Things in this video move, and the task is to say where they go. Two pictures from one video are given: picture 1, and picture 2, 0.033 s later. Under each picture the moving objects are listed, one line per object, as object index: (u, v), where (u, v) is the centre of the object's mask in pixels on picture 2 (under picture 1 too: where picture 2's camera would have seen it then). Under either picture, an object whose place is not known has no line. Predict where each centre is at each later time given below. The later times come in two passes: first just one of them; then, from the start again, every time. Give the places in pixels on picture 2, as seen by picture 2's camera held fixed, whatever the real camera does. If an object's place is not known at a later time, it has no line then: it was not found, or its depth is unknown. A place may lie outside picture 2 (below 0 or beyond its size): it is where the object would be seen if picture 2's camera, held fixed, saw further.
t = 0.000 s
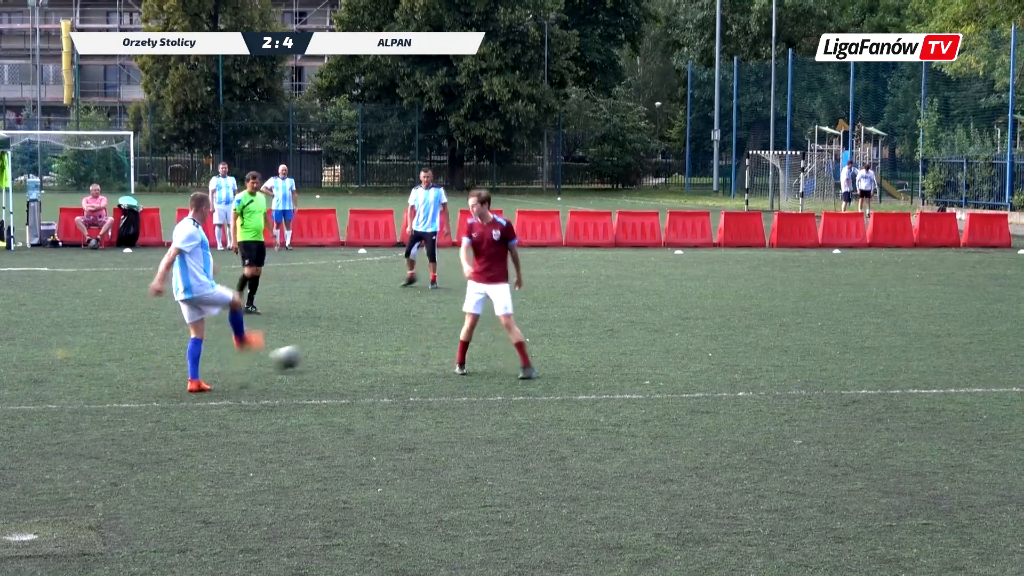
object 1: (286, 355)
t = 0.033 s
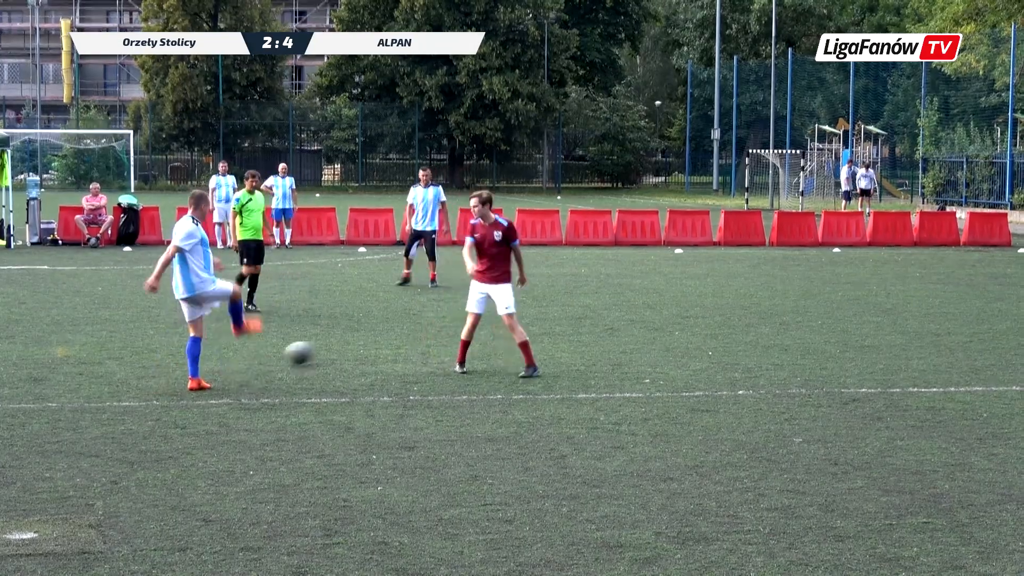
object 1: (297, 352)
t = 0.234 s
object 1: (363, 328)
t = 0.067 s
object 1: (312, 350)
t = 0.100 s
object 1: (326, 342)
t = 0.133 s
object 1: (335, 337)
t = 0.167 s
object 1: (345, 334)
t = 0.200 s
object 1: (354, 330)
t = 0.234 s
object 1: (363, 328)
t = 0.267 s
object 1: (372, 327)
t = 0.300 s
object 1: (379, 327)
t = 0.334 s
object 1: (386, 325)
